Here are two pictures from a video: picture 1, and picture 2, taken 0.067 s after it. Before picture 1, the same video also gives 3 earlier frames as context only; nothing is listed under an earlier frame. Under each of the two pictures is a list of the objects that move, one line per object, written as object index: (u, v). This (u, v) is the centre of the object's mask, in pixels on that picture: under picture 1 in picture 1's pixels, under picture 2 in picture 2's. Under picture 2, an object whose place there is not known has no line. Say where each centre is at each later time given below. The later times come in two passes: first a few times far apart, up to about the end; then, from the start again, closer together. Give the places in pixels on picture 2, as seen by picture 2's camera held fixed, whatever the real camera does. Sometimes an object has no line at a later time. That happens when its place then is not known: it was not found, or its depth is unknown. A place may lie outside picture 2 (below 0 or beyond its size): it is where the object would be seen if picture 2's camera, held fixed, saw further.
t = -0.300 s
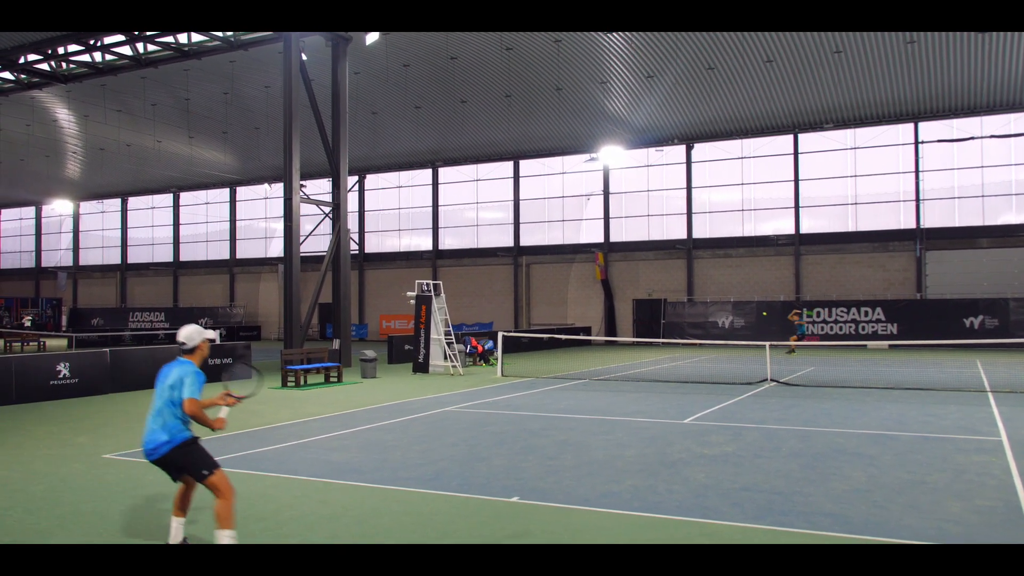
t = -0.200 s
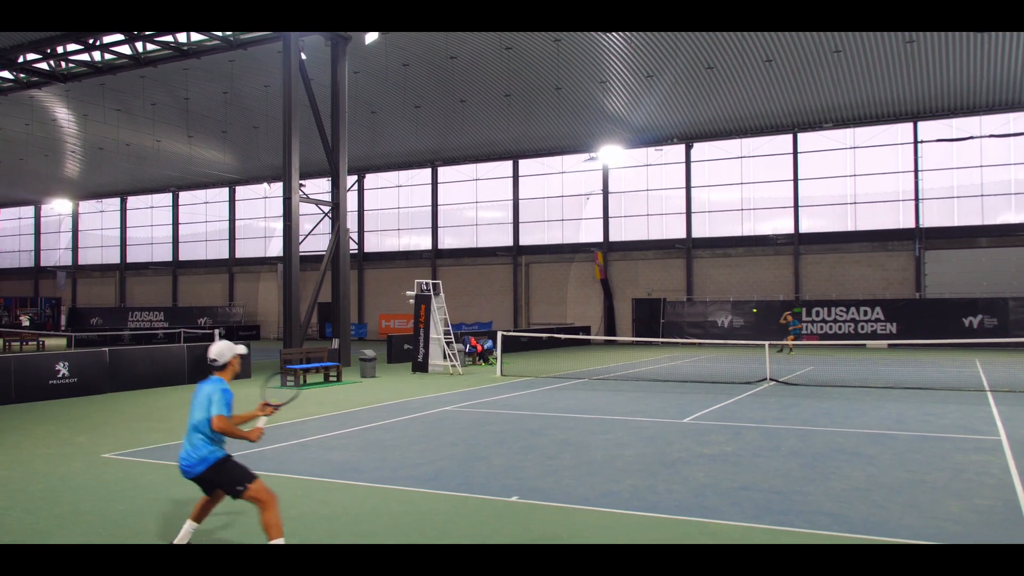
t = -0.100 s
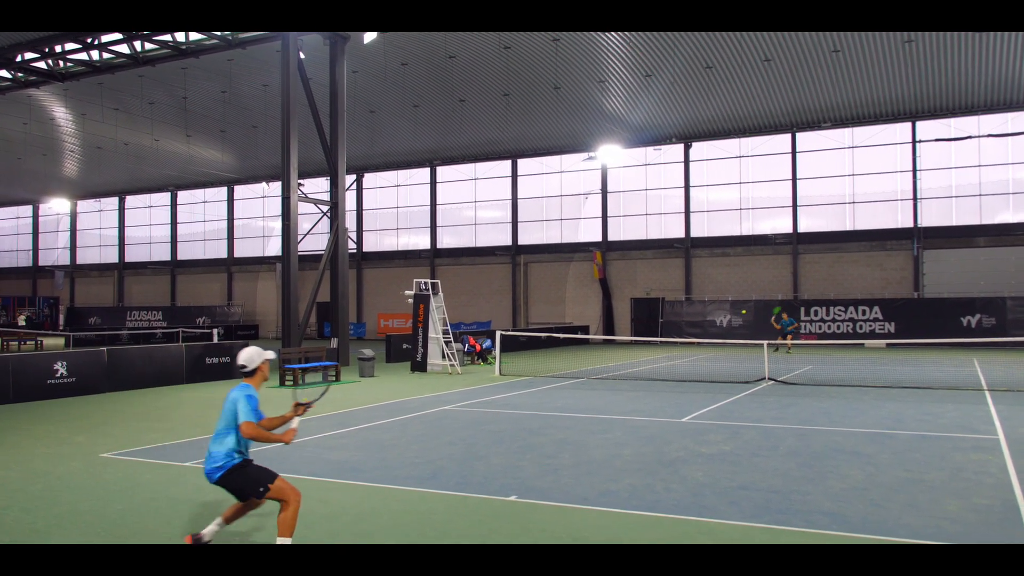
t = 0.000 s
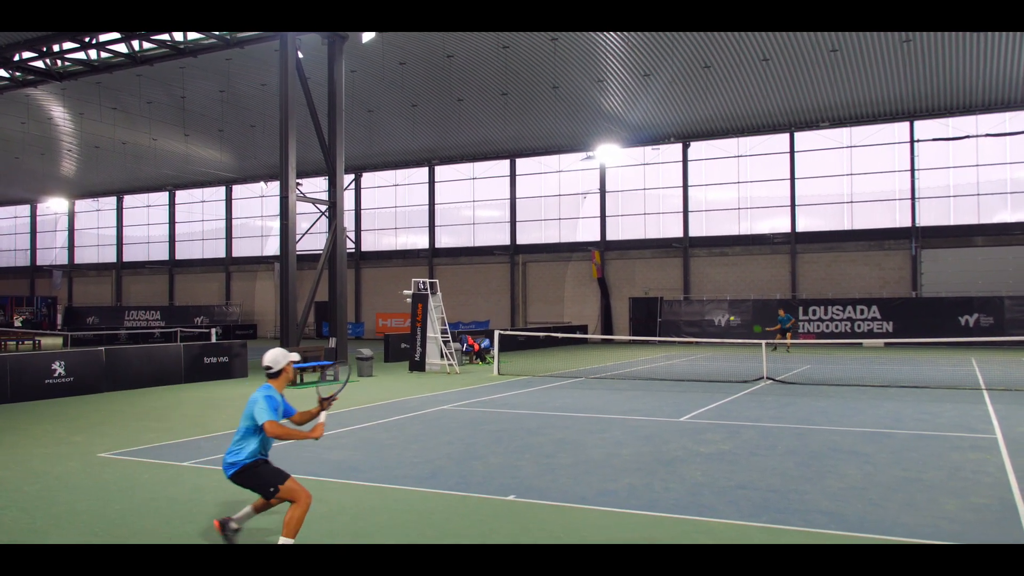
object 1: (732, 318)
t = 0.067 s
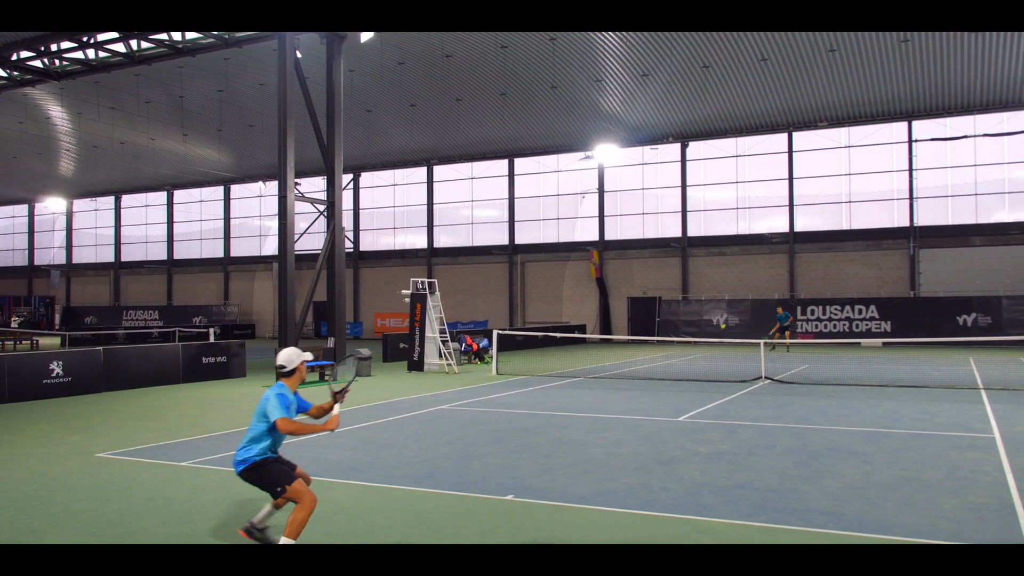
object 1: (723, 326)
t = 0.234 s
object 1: (703, 364)
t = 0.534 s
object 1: (663, 375)
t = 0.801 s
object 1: (613, 371)
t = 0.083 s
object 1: (721, 329)
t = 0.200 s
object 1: (708, 355)
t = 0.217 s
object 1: (706, 359)
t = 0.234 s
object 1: (703, 364)
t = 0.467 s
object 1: (671, 385)
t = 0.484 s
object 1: (669, 382)
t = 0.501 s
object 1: (666, 379)
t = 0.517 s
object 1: (664, 377)
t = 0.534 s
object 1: (663, 375)
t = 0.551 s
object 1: (660, 374)
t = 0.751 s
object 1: (623, 366)
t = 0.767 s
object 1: (620, 368)
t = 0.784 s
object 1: (616, 369)
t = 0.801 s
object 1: (613, 371)
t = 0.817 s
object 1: (609, 373)
